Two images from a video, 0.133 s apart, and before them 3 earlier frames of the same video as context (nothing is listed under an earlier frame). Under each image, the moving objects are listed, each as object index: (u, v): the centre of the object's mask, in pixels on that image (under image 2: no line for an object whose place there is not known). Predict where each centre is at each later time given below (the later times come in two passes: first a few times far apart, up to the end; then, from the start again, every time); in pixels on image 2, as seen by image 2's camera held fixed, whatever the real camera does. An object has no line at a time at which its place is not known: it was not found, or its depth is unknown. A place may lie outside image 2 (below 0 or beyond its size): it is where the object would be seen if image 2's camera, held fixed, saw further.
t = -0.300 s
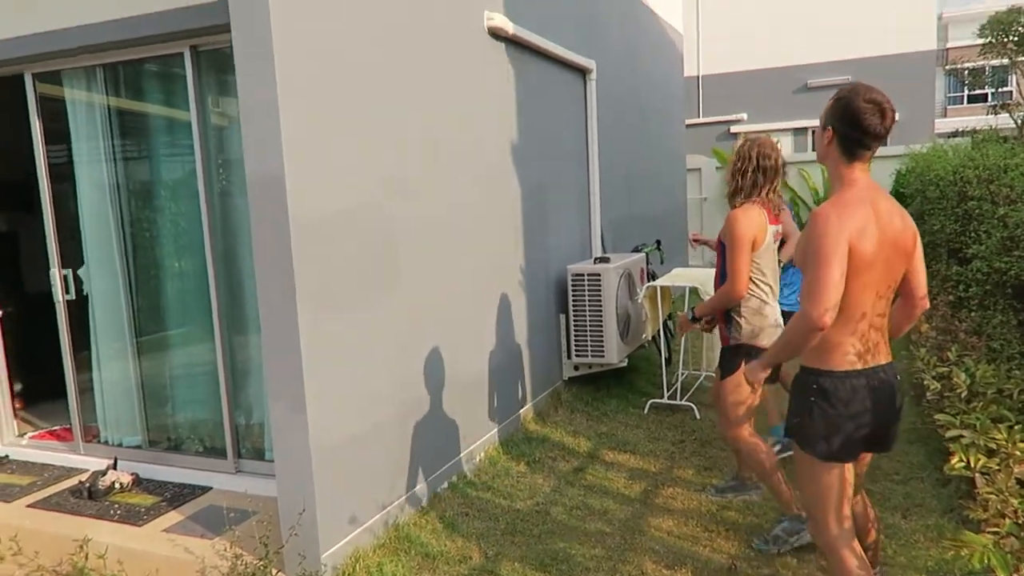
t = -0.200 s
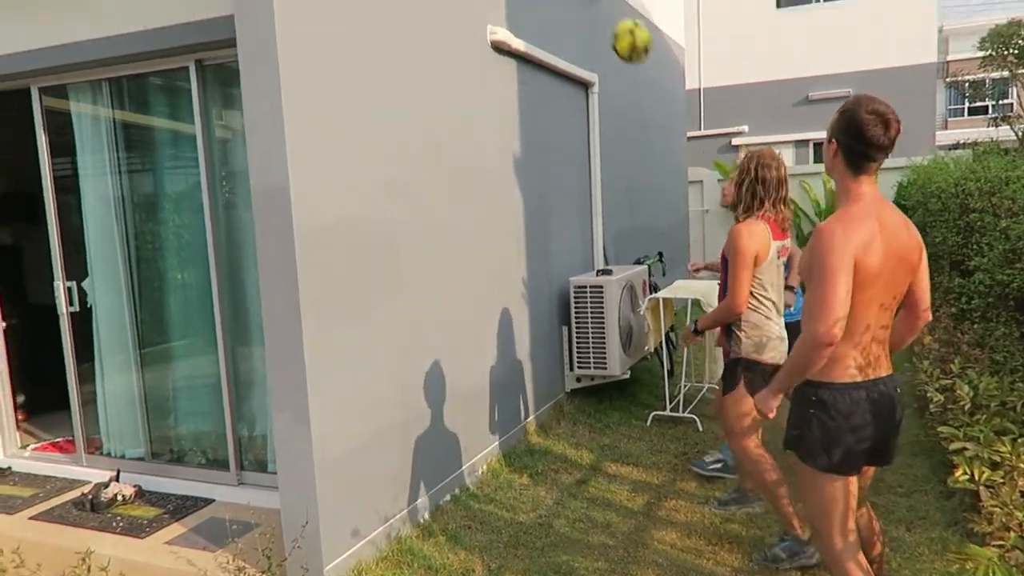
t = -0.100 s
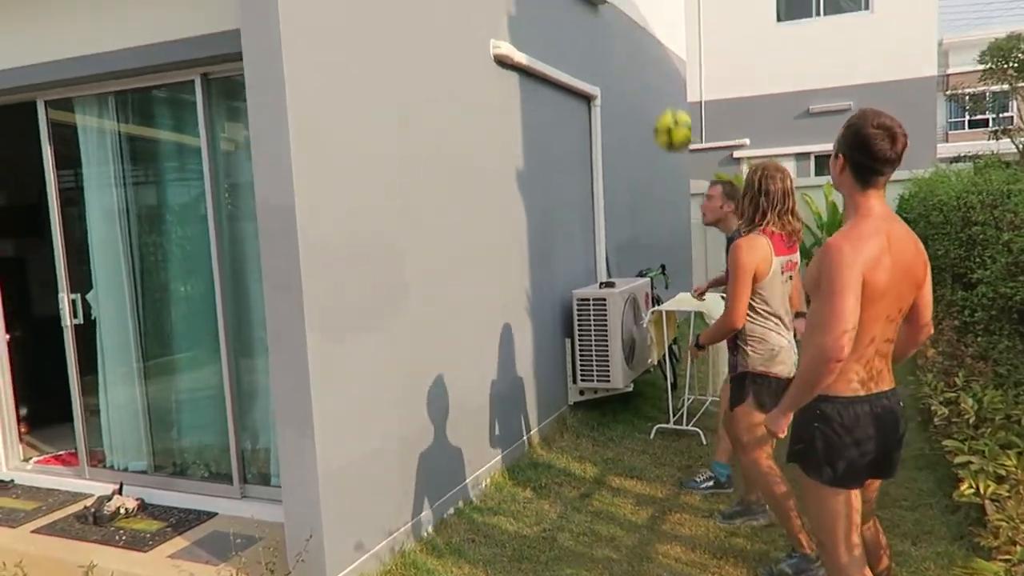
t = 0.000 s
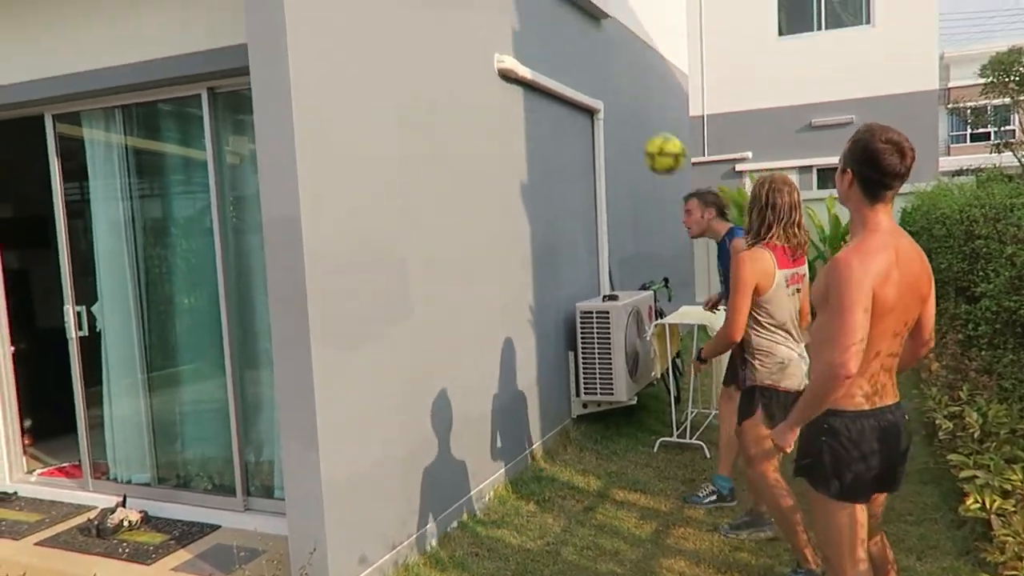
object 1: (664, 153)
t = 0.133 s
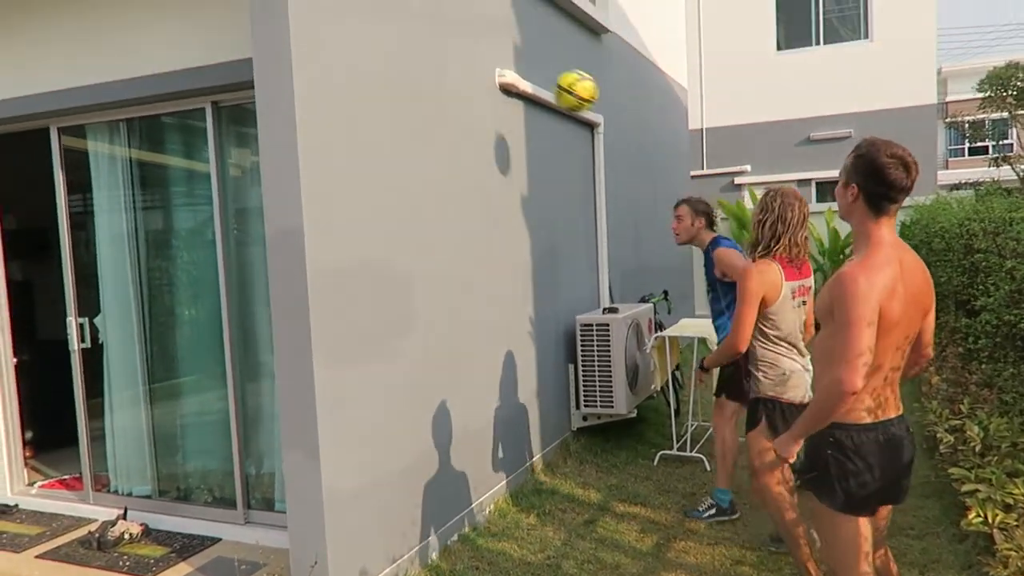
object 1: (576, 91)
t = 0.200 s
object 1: (529, 62)
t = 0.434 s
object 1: (518, 32)
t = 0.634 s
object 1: (601, 108)
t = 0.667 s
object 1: (618, 132)
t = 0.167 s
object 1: (552, 76)
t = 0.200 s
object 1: (529, 62)
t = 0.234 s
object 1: (504, 52)
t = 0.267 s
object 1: (478, 43)
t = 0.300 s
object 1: (473, 36)
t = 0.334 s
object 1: (483, 31)
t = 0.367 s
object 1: (495, 29)
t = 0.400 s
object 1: (506, 30)
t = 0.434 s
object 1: (518, 32)
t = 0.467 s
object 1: (531, 37)
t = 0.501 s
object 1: (543, 45)
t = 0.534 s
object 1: (557, 56)
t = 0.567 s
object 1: (572, 70)
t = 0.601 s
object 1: (587, 87)
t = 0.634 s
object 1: (601, 108)
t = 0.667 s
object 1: (618, 132)
